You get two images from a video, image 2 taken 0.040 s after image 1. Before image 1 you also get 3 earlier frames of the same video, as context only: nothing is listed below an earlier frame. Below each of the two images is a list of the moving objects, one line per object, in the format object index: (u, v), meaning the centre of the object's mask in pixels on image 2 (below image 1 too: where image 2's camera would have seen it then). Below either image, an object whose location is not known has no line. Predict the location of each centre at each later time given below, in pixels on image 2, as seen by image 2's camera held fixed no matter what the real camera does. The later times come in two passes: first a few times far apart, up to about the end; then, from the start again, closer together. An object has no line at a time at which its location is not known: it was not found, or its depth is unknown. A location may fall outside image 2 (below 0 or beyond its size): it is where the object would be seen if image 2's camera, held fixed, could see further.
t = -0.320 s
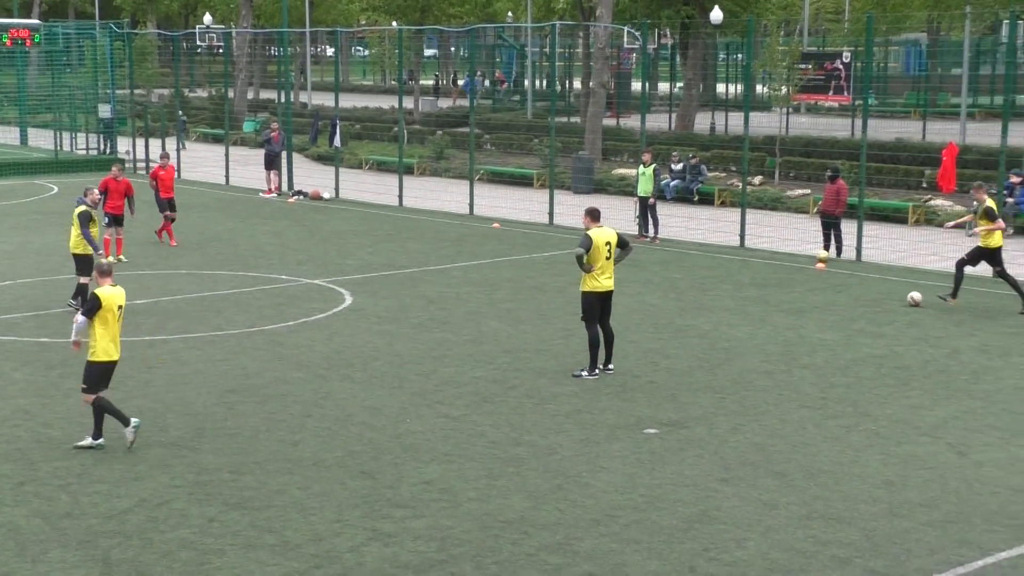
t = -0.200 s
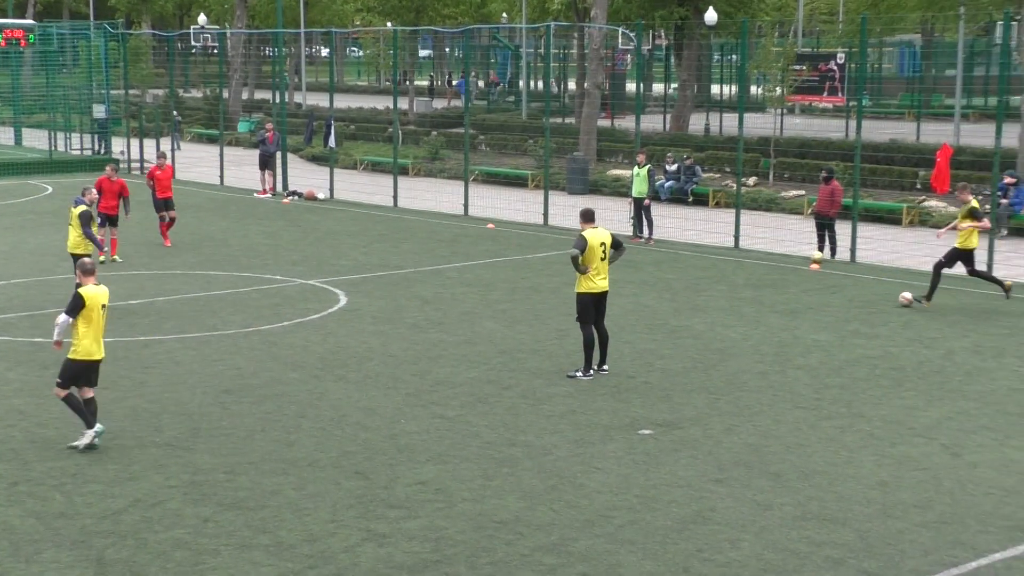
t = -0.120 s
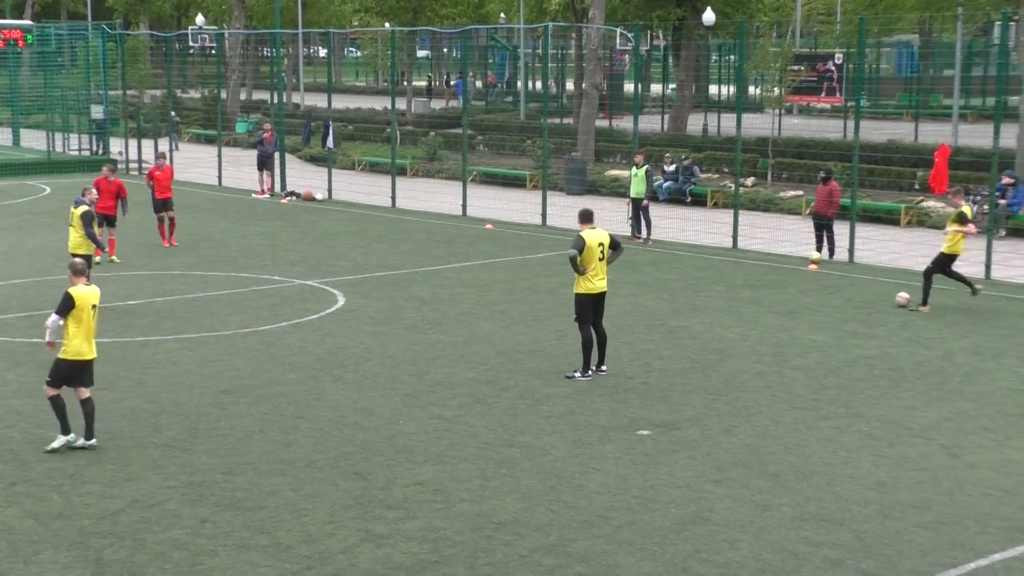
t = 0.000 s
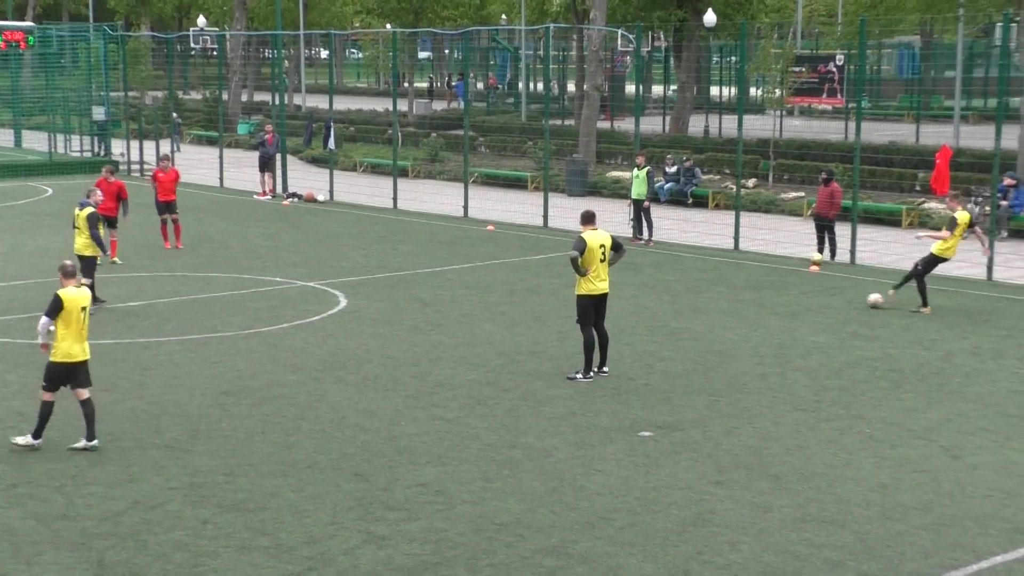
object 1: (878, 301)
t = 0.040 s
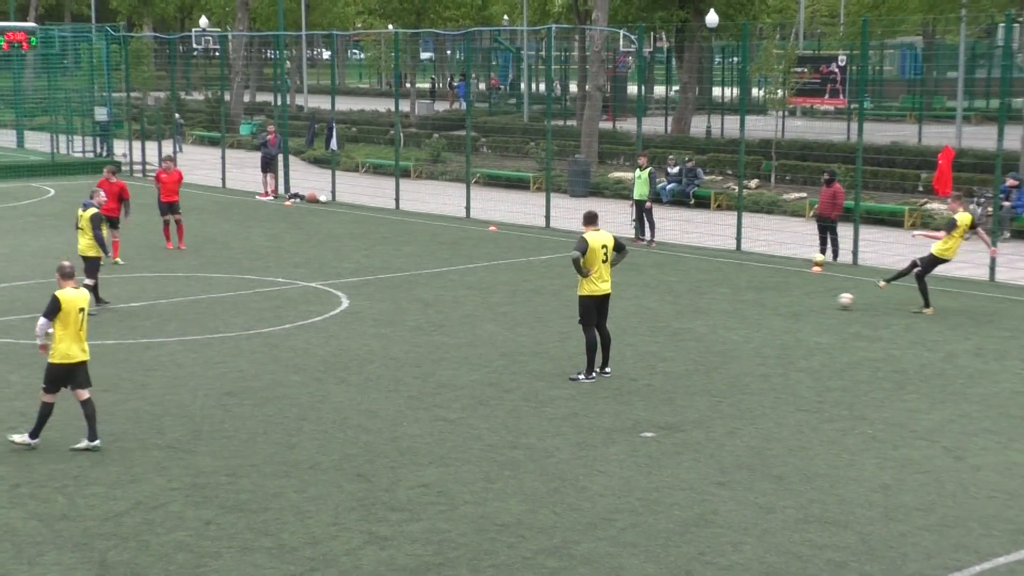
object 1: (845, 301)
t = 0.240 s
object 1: (693, 306)
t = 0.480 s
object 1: (539, 309)
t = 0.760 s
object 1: (382, 313)
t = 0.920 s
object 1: (293, 314)
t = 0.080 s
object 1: (813, 301)
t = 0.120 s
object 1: (781, 303)
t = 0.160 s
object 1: (752, 303)
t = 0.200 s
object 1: (722, 304)
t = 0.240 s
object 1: (693, 306)
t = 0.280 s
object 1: (667, 305)
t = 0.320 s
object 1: (640, 306)
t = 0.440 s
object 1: (564, 308)
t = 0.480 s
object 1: (539, 309)
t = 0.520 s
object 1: (517, 310)
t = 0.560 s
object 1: (494, 309)
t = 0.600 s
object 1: (471, 310)
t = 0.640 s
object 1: (448, 310)
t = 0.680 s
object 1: (426, 311)
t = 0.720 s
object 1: (404, 312)
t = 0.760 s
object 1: (382, 313)
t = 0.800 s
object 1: (359, 313)
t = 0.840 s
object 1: (337, 314)
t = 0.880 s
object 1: (315, 314)
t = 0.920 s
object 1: (293, 314)
